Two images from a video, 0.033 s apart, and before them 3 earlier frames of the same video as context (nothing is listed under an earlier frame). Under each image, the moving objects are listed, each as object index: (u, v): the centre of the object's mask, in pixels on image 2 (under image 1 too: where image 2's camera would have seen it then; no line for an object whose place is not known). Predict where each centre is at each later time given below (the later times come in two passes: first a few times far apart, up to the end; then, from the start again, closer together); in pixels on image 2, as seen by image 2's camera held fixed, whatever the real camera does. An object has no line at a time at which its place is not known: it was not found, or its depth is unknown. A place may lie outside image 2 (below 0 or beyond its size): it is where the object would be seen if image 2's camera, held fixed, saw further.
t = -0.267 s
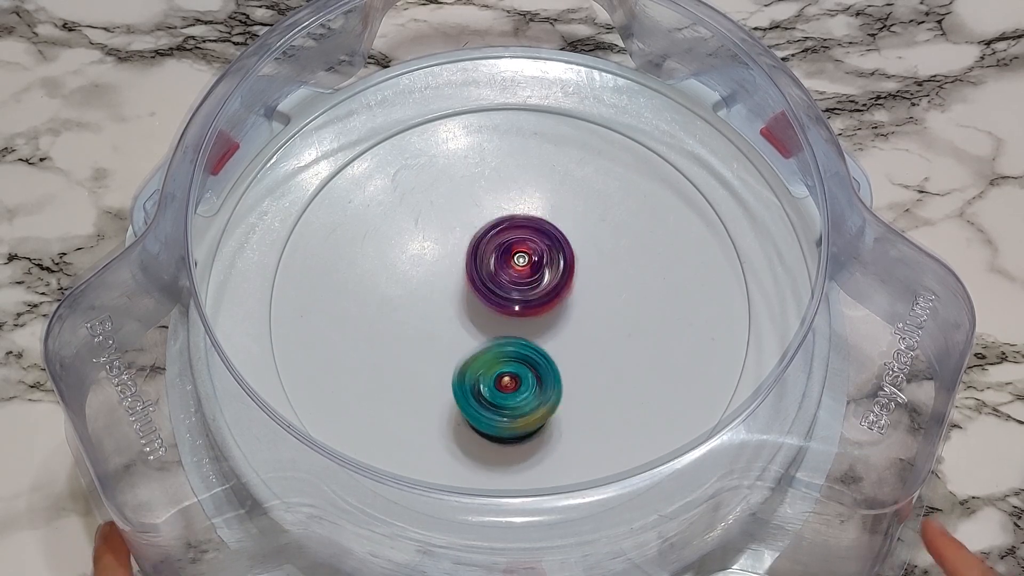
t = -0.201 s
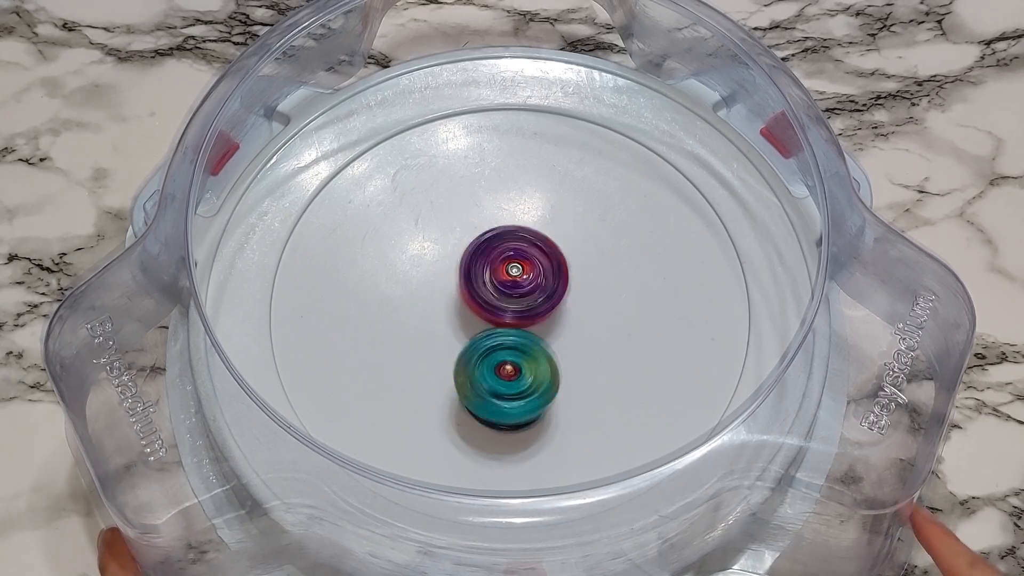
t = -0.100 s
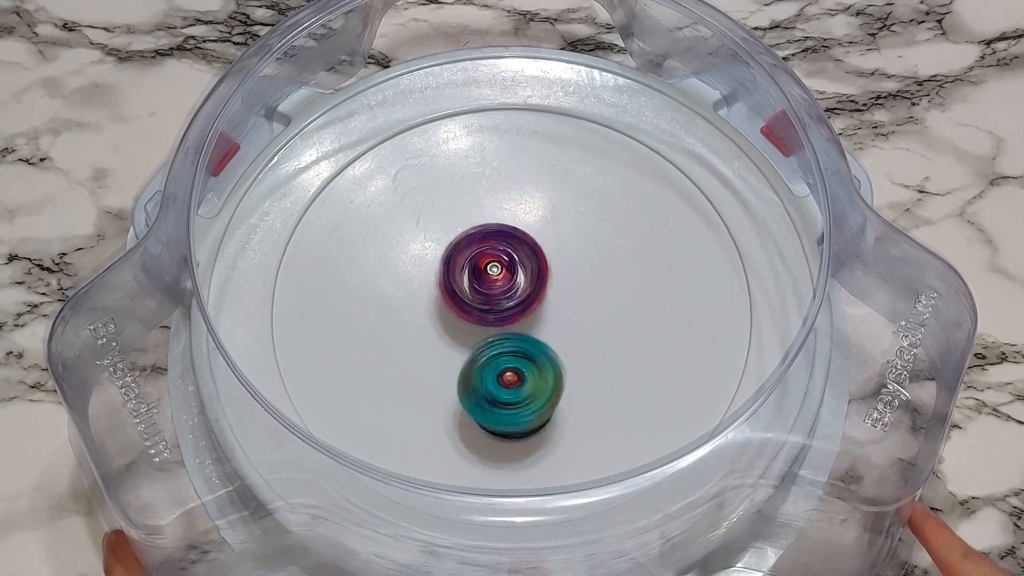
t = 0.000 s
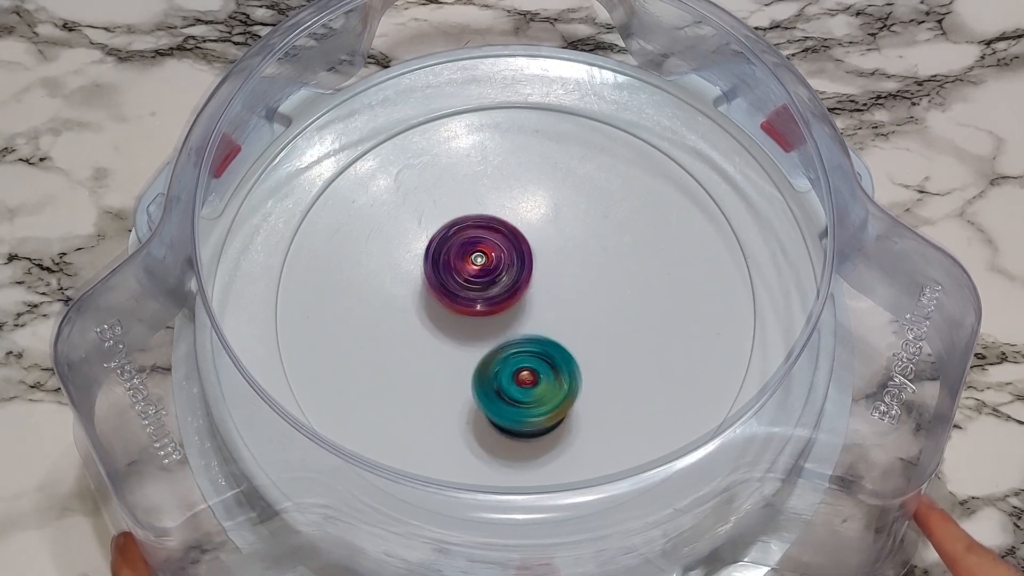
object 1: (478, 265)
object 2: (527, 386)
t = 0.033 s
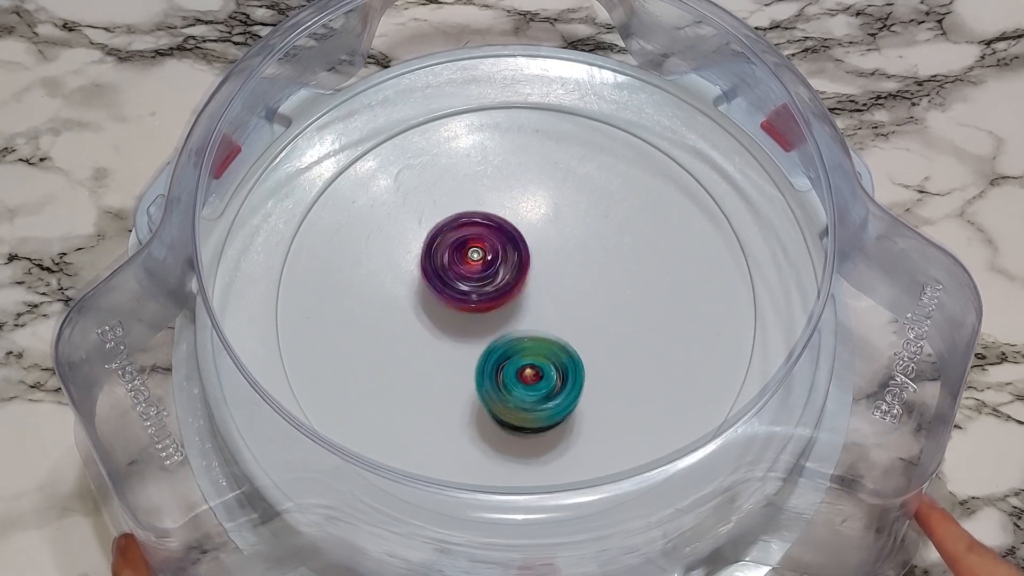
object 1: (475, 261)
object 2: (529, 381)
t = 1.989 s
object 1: (508, 301)
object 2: (540, 204)
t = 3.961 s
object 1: (492, 296)
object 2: (602, 283)
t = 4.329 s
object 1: (497, 286)
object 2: (600, 309)
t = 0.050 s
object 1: (472, 259)
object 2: (532, 379)
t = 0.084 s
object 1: (471, 257)
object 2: (533, 371)
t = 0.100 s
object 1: (471, 256)
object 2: (535, 369)
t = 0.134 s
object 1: (472, 253)
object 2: (534, 359)
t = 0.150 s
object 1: (473, 252)
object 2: (537, 356)
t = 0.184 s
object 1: (475, 251)
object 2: (535, 345)
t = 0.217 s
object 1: (477, 252)
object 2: (535, 335)
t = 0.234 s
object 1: (479, 251)
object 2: (534, 329)
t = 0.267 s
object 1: (478, 247)
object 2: (543, 329)
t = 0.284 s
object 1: (477, 245)
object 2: (549, 331)
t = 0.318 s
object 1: (478, 243)
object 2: (559, 331)
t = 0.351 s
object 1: (479, 241)
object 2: (568, 331)
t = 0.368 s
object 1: (480, 240)
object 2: (572, 329)
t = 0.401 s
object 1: (483, 240)
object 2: (579, 328)
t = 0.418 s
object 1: (485, 240)
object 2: (582, 326)
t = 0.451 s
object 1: (488, 242)
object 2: (588, 323)
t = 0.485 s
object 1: (493, 245)
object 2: (591, 317)
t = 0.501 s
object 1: (495, 248)
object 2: (593, 316)
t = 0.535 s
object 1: (499, 252)
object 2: (595, 309)
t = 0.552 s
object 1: (501, 255)
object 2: (595, 308)
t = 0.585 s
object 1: (504, 260)
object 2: (596, 302)
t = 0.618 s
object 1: (504, 263)
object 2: (601, 301)
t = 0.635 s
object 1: (504, 265)
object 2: (604, 300)
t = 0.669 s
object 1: (506, 274)
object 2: (609, 297)
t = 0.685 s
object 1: (506, 277)
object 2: (612, 297)
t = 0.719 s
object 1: (506, 283)
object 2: (613, 294)
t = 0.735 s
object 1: (506, 285)
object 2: (615, 293)
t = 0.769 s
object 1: (504, 291)
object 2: (616, 290)
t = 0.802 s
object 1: (503, 296)
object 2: (615, 288)
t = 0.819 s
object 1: (502, 299)
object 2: (614, 286)
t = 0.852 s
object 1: (501, 304)
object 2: (609, 284)
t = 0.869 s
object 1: (500, 306)
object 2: (607, 282)
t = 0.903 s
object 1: (498, 311)
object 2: (601, 282)
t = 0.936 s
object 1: (494, 314)
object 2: (600, 279)
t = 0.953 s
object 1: (492, 316)
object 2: (598, 277)
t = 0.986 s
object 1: (490, 320)
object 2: (598, 272)
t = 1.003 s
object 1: (489, 321)
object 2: (598, 271)
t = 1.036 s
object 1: (488, 322)
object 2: (596, 266)
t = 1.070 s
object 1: (487, 323)
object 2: (592, 263)
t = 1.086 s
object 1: (487, 324)
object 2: (590, 262)
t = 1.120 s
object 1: (486, 324)
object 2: (584, 261)
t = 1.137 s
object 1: (488, 324)
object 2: (582, 260)
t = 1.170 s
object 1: (488, 324)
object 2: (575, 260)
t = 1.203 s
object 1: (488, 324)
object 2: (572, 257)
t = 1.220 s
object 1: (486, 324)
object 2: (572, 255)
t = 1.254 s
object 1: (485, 325)
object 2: (572, 248)
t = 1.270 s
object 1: (484, 325)
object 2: (573, 246)
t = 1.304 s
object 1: (483, 325)
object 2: (571, 242)
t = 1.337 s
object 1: (485, 323)
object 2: (568, 240)
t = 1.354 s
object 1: (485, 322)
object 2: (566, 237)
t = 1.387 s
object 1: (484, 320)
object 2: (563, 235)
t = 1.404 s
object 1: (486, 318)
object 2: (560, 234)
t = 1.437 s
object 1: (486, 315)
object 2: (555, 233)
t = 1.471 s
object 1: (486, 317)
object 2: (554, 228)
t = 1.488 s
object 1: (484, 321)
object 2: (557, 221)
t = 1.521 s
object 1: (482, 324)
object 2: (561, 208)
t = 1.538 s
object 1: (481, 325)
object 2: (562, 204)
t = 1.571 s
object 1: (479, 327)
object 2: (562, 196)
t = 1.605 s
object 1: (480, 327)
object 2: (562, 189)
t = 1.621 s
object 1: (480, 327)
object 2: (563, 187)
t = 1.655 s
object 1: (478, 326)
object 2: (561, 180)
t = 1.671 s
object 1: (480, 325)
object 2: (562, 179)
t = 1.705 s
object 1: (481, 323)
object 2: (560, 176)
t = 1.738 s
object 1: (483, 321)
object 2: (558, 175)
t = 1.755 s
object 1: (485, 320)
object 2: (557, 175)
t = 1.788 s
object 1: (486, 317)
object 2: (555, 178)
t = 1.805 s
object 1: (488, 315)
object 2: (552, 180)
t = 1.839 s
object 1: (493, 311)
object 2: (549, 185)
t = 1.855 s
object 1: (495, 309)
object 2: (547, 190)
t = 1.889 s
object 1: (499, 304)
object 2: (542, 196)
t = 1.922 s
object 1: (504, 300)
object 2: (538, 206)
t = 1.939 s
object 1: (505, 300)
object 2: (539, 206)
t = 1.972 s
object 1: (506, 301)
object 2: (540, 206)
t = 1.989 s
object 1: (508, 301)
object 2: (540, 204)
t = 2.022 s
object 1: (512, 299)
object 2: (541, 204)
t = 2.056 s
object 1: (516, 301)
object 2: (545, 200)
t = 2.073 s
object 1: (517, 304)
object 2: (547, 195)
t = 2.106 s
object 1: (520, 310)
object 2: (549, 188)
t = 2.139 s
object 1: (520, 314)
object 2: (550, 181)
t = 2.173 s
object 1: (522, 319)
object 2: (552, 176)
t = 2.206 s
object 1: (524, 324)
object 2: (553, 171)
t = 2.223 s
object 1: (524, 326)
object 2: (555, 171)
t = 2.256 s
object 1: (525, 329)
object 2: (555, 170)
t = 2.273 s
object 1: (526, 331)
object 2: (556, 170)
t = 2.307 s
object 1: (526, 334)
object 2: (556, 173)
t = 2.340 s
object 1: (525, 336)
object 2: (557, 176)
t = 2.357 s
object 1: (524, 337)
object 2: (556, 180)
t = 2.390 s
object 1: (522, 336)
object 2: (553, 186)
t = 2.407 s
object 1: (521, 336)
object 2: (554, 190)
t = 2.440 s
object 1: (519, 334)
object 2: (551, 200)
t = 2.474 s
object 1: (520, 331)
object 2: (548, 211)
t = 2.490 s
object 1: (518, 330)
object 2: (545, 217)
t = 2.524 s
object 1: (517, 326)
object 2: (542, 228)
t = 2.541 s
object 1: (517, 326)
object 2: (543, 233)
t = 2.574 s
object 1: (515, 329)
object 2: (546, 233)
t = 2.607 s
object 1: (511, 334)
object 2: (550, 229)
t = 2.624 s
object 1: (508, 336)
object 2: (550, 227)
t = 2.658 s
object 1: (505, 339)
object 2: (550, 222)
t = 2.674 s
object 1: (501, 340)
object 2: (551, 221)
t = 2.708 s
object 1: (498, 342)
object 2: (551, 218)
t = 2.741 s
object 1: (494, 343)
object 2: (551, 217)
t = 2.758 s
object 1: (492, 343)
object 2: (549, 217)
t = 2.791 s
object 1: (491, 341)
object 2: (547, 216)
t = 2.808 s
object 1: (489, 341)
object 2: (548, 217)
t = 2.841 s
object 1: (487, 339)
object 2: (545, 220)
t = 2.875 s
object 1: (487, 336)
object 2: (543, 224)
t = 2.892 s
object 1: (485, 334)
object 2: (541, 227)
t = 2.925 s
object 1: (484, 331)
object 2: (537, 232)
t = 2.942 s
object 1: (484, 329)
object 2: (536, 234)
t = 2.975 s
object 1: (483, 325)
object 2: (536, 237)
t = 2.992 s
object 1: (481, 325)
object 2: (541, 237)
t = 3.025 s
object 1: (481, 323)
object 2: (543, 236)
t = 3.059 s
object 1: (479, 321)
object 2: (542, 235)
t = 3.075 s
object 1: (478, 320)
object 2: (543, 233)
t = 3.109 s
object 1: (478, 318)
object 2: (545, 234)
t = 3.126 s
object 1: (478, 317)
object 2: (546, 234)
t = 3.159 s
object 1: (478, 313)
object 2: (549, 234)
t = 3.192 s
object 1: (479, 310)
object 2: (551, 236)
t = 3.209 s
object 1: (478, 309)
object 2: (554, 235)
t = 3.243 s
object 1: (479, 306)
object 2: (560, 235)
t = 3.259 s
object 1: (479, 304)
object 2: (560, 234)
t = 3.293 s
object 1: (480, 302)
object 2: (561, 234)
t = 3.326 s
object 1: (482, 300)
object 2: (565, 235)
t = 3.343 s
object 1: (483, 298)
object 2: (567, 236)
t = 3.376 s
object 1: (481, 300)
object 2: (576, 232)
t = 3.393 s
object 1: (481, 301)
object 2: (579, 232)
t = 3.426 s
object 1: (478, 302)
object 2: (583, 231)
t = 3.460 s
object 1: (477, 304)
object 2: (588, 231)
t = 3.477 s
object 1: (476, 303)
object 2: (590, 231)
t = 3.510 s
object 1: (476, 303)
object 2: (591, 232)
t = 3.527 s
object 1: (476, 304)
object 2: (593, 234)
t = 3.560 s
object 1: (475, 304)
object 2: (594, 237)
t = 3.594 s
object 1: (478, 303)
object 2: (593, 240)
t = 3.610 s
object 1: (478, 303)
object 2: (593, 244)
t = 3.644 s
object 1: (478, 302)
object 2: (590, 249)
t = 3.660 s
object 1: (479, 301)
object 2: (588, 250)
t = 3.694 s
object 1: (483, 300)
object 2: (584, 257)
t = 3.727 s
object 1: (483, 299)
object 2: (585, 262)
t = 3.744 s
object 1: (483, 299)
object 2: (588, 264)
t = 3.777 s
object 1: (482, 300)
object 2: (594, 268)
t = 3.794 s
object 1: (482, 300)
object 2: (595, 270)
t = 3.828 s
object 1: (482, 299)
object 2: (599, 272)
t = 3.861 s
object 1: (483, 298)
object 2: (602, 274)
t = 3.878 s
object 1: (485, 297)
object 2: (602, 275)
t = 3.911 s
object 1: (487, 297)
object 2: (605, 279)
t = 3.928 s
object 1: (489, 296)
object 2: (605, 280)
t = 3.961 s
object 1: (492, 296)
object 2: (602, 283)
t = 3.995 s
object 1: (494, 295)
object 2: (601, 287)
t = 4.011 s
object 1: (495, 295)
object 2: (602, 288)
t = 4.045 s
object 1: (492, 294)
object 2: (610, 293)
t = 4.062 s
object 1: (492, 294)
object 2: (612, 295)
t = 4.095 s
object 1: (490, 293)
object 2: (613, 297)
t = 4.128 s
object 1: (489, 292)
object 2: (616, 297)
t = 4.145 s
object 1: (489, 292)
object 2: (616, 300)
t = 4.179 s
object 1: (489, 290)
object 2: (616, 301)
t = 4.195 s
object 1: (490, 290)
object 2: (616, 301)
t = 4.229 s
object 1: (490, 289)
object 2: (615, 305)
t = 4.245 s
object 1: (491, 289)
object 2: (614, 305)
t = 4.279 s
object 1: (493, 288)
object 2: (607, 307)
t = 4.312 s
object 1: (496, 287)
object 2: (601, 308)
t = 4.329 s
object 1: (497, 286)
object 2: (600, 309)
